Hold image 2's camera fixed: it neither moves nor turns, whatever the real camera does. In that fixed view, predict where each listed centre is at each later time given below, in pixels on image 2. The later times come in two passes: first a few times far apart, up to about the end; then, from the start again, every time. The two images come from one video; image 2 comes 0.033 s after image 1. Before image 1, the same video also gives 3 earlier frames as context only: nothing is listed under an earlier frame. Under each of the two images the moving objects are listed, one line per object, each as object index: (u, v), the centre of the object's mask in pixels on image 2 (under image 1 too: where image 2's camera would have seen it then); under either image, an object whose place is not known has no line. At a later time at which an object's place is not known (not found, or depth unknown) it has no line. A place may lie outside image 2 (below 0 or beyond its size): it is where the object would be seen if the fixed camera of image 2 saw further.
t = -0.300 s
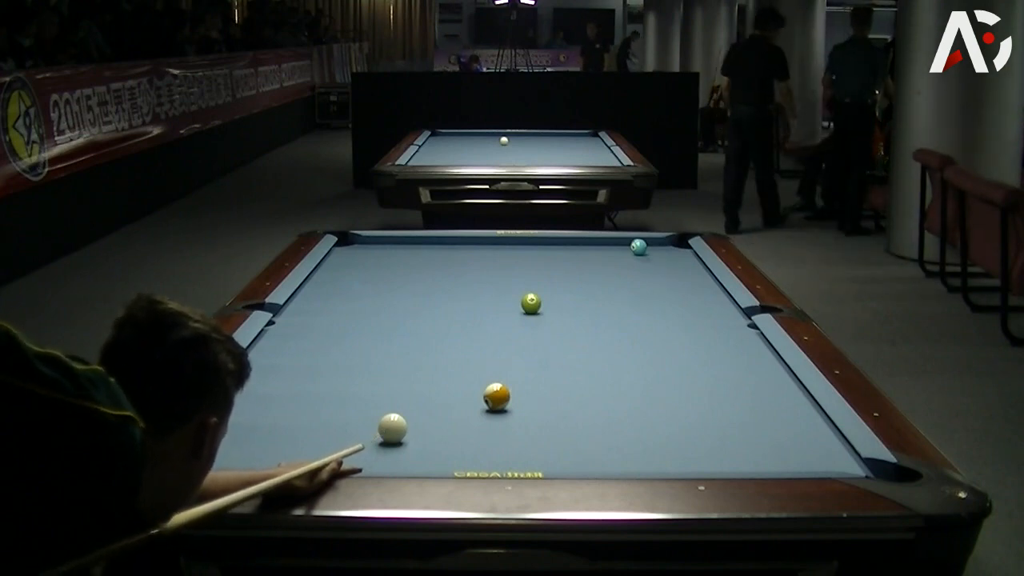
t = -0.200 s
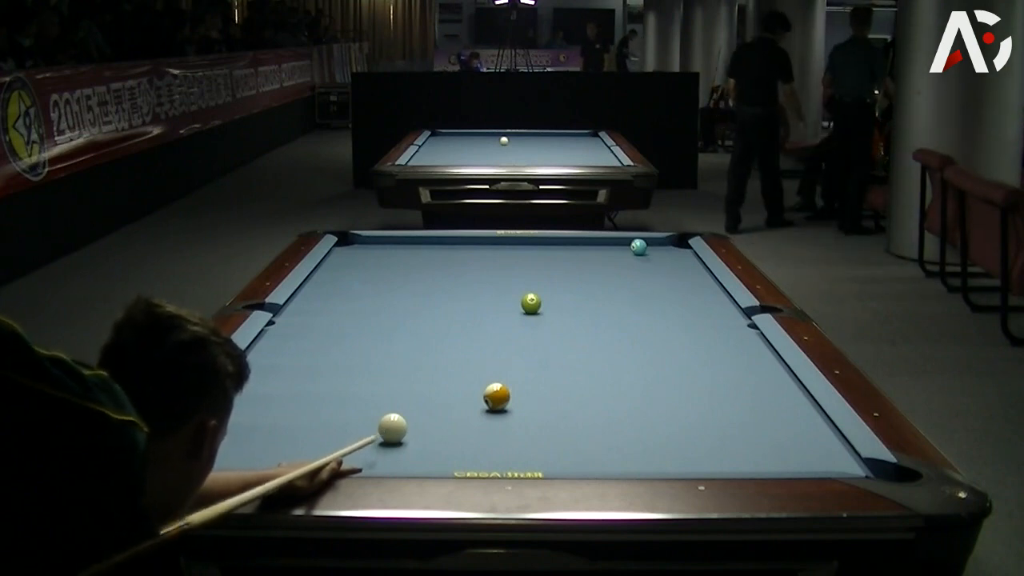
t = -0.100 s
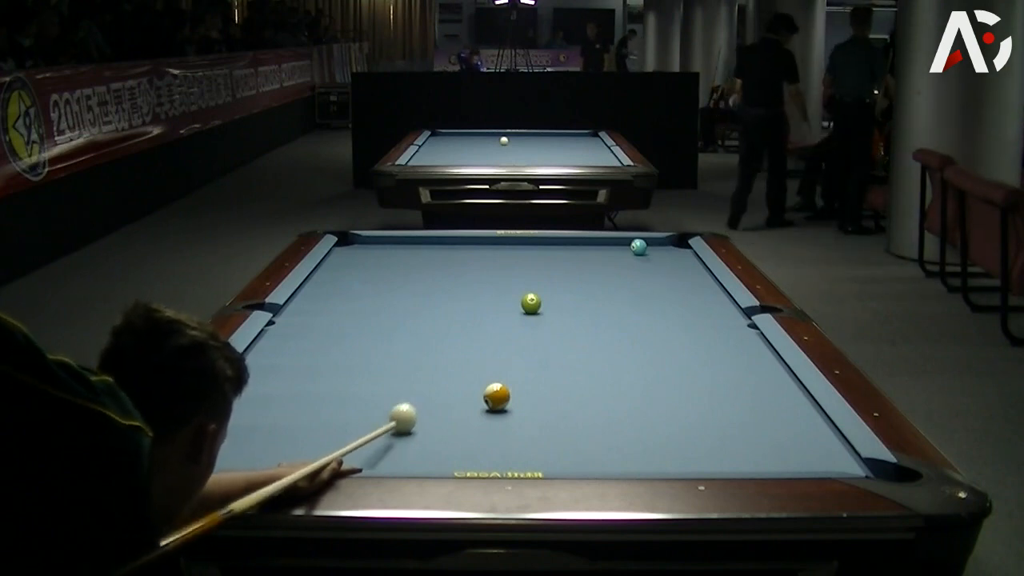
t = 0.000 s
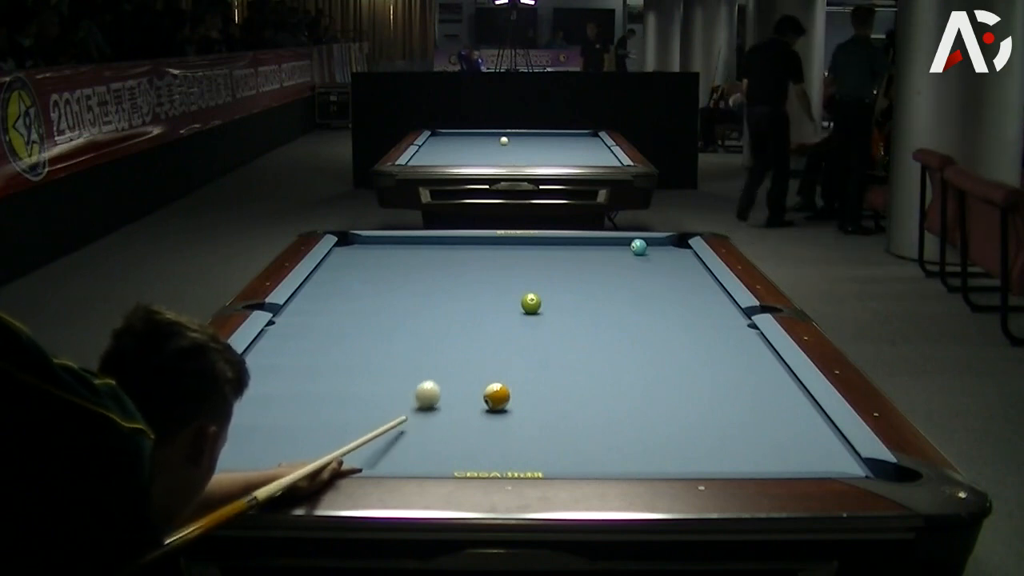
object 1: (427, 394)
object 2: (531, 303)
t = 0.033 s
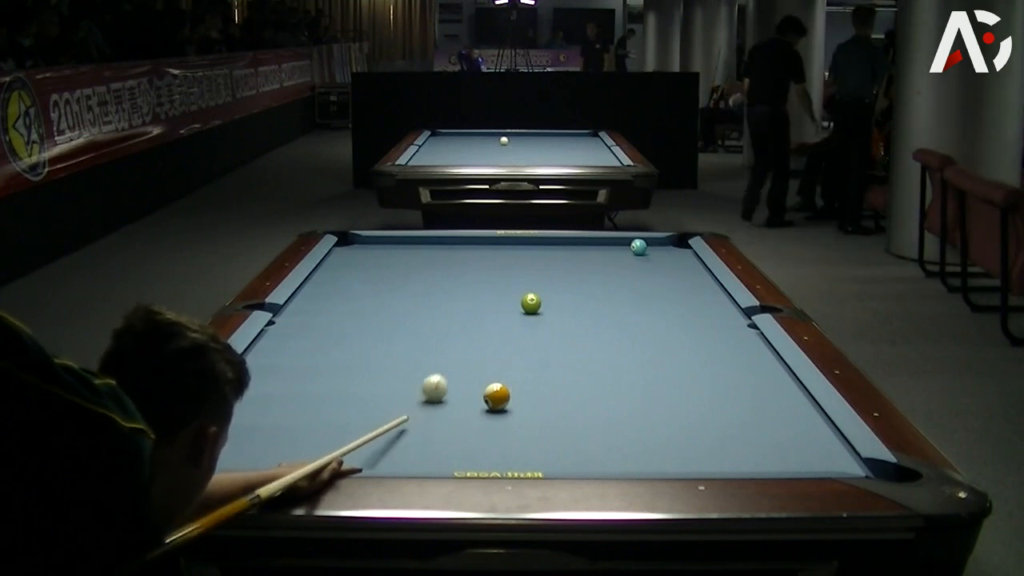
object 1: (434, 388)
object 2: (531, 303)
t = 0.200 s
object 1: (463, 360)
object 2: (531, 303)
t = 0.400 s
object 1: (492, 333)
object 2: (531, 303)
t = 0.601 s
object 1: (516, 310)
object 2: (532, 303)
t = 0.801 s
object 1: (505, 302)
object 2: (561, 292)
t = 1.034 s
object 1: (491, 294)
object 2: (592, 281)
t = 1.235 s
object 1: (481, 288)
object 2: (614, 273)
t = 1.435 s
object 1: (471, 281)
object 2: (635, 265)
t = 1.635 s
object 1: (462, 276)
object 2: (654, 258)
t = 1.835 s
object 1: (454, 271)
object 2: (671, 252)
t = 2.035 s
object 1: (446, 266)
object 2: (679, 246)
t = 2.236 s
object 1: (439, 262)
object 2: (667, 242)
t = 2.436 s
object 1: (433, 258)
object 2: (662, 242)
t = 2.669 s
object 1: (426, 253)
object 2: (660, 245)
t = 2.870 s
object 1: (420, 250)
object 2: (658, 247)
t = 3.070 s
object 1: (415, 247)
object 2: (656, 249)
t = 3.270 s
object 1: (410, 244)
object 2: (655, 251)
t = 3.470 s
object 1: (406, 242)
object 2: (653, 253)
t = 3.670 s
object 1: (402, 239)
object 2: (652, 254)
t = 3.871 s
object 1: (398, 240)
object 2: (651, 256)
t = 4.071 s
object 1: (395, 241)
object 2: (650, 257)
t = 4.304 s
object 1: (391, 242)
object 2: (649, 258)
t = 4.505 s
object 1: (389, 243)
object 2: (648, 259)
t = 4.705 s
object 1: (387, 244)
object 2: (647, 259)
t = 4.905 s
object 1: (386, 244)
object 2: (647, 260)
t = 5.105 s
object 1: (385, 244)
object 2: (646, 261)
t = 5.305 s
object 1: (385, 245)
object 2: (646, 262)
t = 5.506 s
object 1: (384, 245)
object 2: (646, 262)
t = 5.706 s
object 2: (645, 263)
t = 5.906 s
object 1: (384, 245)
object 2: (645, 263)
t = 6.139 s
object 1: (384, 245)
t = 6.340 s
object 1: (384, 245)
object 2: (645, 263)
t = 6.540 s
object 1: (384, 245)
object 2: (645, 263)
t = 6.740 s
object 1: (384, 245)
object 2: (645, 263)
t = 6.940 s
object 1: (384, 245)
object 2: (645, 263)
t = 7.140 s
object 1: (384, 245)
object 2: (645, 263)
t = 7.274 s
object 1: (384, 245)
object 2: (645, 263)
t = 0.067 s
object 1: (441, 382)
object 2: (531, 303)
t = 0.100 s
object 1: (447, 376)
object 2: (531, 303)
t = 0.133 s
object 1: (453, 370)
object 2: (531, 303)
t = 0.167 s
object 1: (458, 365)
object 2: (531, 303)
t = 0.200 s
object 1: (463, 360)
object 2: (531, 303)
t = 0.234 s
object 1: (469, 355)
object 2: (531, 303)
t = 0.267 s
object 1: (474, 350)
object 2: (531, 303)
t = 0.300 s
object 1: (478, 346)
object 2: (531, 303)
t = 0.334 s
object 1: (483, 341)
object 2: (531, 303)
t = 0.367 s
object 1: (488, 337)
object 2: (531, 303)
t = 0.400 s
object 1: (492, 333)
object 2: (531, 303)
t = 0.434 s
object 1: (496, 329)
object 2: (531, 303)
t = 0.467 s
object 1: (501, 325)
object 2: (531, 303)
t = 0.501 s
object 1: (505, 321)
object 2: (531, 303)
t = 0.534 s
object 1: (509, 317)
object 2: (531, 303)
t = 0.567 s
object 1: (513, 314)
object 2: (531, 303)
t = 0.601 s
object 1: (516, 310)
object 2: (532, 303)
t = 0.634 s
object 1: (519, 307)
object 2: (533, 302)
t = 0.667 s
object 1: (516, 306)
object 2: (537, 301)
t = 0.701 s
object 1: (513, 305)
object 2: (544, 298)
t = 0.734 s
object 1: (510, 304)
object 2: (550, 296)
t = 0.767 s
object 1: (507, 303)
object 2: (556, 294)
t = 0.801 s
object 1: (505, 302)
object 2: (561, 292)
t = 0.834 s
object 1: (503, 301)
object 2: (566, 290)
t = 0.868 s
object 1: (501, 300)
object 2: (571, 289)
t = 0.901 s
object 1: (499, 299)
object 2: (575, 287)
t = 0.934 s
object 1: (497, 297)
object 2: (579, 285)
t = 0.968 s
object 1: (495, 296)
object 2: (583, 284)
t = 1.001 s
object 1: (493, 295)
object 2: (588, 282)
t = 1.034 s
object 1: (491, 294)
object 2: (592, 281)
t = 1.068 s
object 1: (489, 293)
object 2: (596, 280)
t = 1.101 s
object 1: (488, 292)
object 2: (599, 278)
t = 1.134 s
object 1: (486, 291)
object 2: (603, 277)
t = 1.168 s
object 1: (484, 290)
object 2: (607, 276)
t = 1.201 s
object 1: (482, 289)
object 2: (611, 274)
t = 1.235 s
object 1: (481, 288)
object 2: (614, 273)
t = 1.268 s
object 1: (479, 286)
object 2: (618, 271)
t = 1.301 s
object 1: (477, 285)
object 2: (622, 270)
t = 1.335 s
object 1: (475, 284)
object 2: (625, 269)
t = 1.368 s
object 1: (474, 283)
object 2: (628, 268)
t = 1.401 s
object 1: (472, 282)
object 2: (632, 267)
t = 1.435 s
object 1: (471, 281)
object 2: (635, 265)
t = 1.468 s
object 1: (469, 280)
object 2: (639, 264)
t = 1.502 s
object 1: (468, 279)
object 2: (642, 263)
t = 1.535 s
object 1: (466, 279)
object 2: (645, 262)
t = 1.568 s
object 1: (465, 278)
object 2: (648, 260)
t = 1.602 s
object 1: (463, 277)
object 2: (651, 259)
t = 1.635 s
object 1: (462, 276)
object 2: (654, 258)
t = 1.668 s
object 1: (461, 275)
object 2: (657, 257)
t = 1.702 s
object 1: (459, 274)
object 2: (660, 256)
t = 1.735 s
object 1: (458, 273)
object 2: (663, 255)
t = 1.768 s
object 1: (456, 273)
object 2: (666, 254)
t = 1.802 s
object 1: (455, 272)
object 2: (669, 253)
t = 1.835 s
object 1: (454, 271)
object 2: (671, 252)
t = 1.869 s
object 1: (452, 270)
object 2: (674, 251)
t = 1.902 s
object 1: (451, 269)
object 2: (677, 250)
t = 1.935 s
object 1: (450, 268)
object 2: (680, 249)
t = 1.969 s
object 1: (449, 268)
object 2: (682, 248)
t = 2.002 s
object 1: (447, 267)
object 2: (682, 247)
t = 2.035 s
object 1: (446, 266)
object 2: (679, 246)
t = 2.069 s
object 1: (445, 266)
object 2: (677, 245)
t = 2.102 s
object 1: (444, 265)
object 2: (675, 244)
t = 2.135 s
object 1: (443, 264)
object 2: (673, 244)
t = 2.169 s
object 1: (441, 263)
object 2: (671, 243)
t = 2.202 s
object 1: (440, 263)
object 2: (669, 242)
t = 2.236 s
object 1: (439, 262)
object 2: (667, 242)
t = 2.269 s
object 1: (438, 261)
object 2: (665, 241)
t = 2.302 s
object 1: (437, 261)
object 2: (664, 241)
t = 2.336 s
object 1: (436, 260)
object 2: (663, 241)
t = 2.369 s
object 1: (435, 259)
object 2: (663, 241)
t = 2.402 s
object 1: (434, 259)
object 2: (663, 242)
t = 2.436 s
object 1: (433, 258)
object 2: (662, 242)
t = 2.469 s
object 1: (432, 257)
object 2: (662, 243)
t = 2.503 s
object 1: (431, 257)
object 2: (662, 243)
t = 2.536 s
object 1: (430, 256)
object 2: (661, 243)
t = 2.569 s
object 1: (429, 256)
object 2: (661, 244)
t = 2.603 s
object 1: (428, 255)
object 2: (660, 244)
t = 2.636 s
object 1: (427, 254)
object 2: (660, 244)
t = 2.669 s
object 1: (426, 253)
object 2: (660, 245)
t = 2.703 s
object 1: (425, 253)
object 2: (660, 245)
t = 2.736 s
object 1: (424, 252)
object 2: (659, 245)
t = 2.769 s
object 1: (423, 252)
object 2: (659, 246)
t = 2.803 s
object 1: (422, 251)
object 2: (659, 246)
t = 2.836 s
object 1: (421, 251)
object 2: (659, 246)
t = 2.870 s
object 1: (420, 250)
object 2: (658, 247)
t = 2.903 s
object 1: (419, 250)
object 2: (658, 247)
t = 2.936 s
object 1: (418, 249)
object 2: (657, 248)
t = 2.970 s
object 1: (417, 248)
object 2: (657, 248)
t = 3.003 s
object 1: (417, 248)
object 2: (657, 248)
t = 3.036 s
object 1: (416, 248)
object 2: (657, 249)
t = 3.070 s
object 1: (415, 247)
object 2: (656, 249)
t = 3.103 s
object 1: (414, 247)
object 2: (656, 249)
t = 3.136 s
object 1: (413, 246)
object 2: (656, 250)
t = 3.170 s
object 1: (412, 246)
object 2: (656, 250)
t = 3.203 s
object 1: (412, 245)
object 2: (655, 250)
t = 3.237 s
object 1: (411, 245)
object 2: (655, 251)
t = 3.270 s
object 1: (410, 244)
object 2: (655, 251)
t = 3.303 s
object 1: (409, 244)
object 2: (655, 251)
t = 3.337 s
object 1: (408, 243)
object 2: (654, 251)
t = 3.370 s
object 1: (408, 243)
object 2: (654, 252)
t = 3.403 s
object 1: (407, 242)
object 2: (653, 252)
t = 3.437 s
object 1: (406, 242)
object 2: (653, 252)
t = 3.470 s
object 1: (406, 242)
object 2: (653, 253)
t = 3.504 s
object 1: (402, 239)
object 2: (653, 253)
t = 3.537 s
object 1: (407, 242)
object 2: (653, 253)
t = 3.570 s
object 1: (404, 240)
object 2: (652, 253)
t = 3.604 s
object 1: (403, 240)
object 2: (652, 254)
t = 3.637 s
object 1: (402, 240)
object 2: (652, 254)
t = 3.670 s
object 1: (402, 239)
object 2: (652, 254)
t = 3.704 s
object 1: (401, 239)
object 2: (651, 254)
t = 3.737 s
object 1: (400, 239)
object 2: (652, 254)
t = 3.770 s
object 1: (400, 239)
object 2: (651, 255)
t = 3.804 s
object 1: (399, 240)
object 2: (651, 255)
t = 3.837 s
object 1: (398, 240)
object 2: (651, 255)
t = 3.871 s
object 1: (398, 240)
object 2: (651, 256)
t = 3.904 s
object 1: (397, 240)
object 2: (650, 256)
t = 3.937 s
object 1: (397, 240)
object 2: (650, 256)
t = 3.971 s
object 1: (396, 240)
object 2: (650, 256)
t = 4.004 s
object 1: (396, 241)
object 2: (650, 256)
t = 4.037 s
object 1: (395, 241)
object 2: (650, 257)
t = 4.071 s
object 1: (395, 241)
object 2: (650, 257)
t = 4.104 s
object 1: (394, 241)
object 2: (649, 257)
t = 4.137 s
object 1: (394, 241)
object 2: (649, 257)
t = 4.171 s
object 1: (393, 242)
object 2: (649, 257)
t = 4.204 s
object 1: (393, 242)
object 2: (649, 257)
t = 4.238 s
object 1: (392, 242)
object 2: (649, 258)
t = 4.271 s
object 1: (392, 242)
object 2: (649, 258)
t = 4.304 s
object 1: (391, 242)
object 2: (649, 258)
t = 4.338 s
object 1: (391, 242)
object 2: (649, 258)
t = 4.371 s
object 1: (391, 242)
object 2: (649, 258)
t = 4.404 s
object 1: (390, 243)
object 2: (649, 258)
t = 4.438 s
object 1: (390, 243)
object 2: (649, 258)
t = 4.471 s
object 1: (389, 243)
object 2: (648, 259)
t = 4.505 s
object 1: (389, 243)
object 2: (648, 259)
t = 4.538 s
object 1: (389, 243)
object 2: (648, 259)
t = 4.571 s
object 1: (388, 243)
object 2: (648, 259)
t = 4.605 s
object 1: (388, 243)
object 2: (648, 259)
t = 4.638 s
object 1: (388, 243)
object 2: (648, 259)
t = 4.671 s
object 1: (388, 244)
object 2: (648, 259)
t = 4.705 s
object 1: (387, 244)
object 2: (647, 259)
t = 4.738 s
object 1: (387, 244)
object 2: (647, 260)
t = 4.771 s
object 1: (387, 244)
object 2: (647, 260)
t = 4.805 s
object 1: (387, 244)
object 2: (647, 260)
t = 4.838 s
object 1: (387, 244)
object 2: (647, 260)
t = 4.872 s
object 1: (387, 244)
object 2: (647, 260)
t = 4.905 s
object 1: (386, 244)
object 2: (647, 260)
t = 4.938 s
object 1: (386, 244)
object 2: (647, 261)
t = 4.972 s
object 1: (386, 244)
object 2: (647, 261)
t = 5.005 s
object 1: (386, 244)
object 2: (646, 261)
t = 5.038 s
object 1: (386, 244)
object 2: (646, 261)
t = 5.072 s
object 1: (386, 245)
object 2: (646, 261)
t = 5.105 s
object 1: (385, 244)
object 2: (646, 261)
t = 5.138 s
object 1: (385, 245)
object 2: (646, 261)
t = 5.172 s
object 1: (385, 245)
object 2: (646, 261)
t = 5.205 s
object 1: (385, 245)
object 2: (646, 262)
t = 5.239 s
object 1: (385, 245)
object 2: (646, 262)
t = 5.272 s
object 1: (385, 245)
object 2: (646, 262)
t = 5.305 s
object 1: (385, 245)
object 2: (646, 262)
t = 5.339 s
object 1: (385, 245)
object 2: (646, 262)
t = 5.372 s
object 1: (384, 245)
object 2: (646, 262)
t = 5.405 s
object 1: (384, 245)
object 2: (646, 262)
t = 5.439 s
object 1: (384, 245)
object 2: (646, 262)
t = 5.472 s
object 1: (384, 245)
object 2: (646, 262)
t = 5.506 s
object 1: (384, 245)
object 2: (646, 262)
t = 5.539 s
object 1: (384, 245)
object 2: (646, 262)
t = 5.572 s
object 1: (384, 245)
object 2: (646, 262)
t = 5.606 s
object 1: (384, 245)
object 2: (646, 262)
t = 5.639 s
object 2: (645, 263)
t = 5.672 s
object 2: (645, 263)
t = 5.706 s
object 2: (645, 263)
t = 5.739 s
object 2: (645, 262)
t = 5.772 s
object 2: (645, 263)
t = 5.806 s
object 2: (645, 263)
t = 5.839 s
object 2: (645, 262)
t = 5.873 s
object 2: (645, 263)
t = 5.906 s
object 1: (384, 245)
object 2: (645, 263)
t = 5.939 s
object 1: (384, 245)
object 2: (645, 263)
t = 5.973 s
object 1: (384, 245)
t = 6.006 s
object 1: (384, 245)
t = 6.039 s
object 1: (384, 245)
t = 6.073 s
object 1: (384, 245)
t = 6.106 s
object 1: (384, 245)
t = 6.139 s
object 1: (384, 245)
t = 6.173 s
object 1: (384, 245)
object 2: (645, 262)
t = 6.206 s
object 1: (384, 245)
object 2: (645, 263)
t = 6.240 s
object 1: (384, 245)
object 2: (645, 263)
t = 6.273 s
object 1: (384, 245)
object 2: (645, 263)
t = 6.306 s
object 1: (384, 245)
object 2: (645, 263)
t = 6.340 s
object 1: (384, 245)
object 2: (645, 263)
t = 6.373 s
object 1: (384, 245)
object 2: (645, 263)
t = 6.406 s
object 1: (384, 245)
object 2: (645, 263)
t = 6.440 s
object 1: (384, 245)
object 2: (645, 263)
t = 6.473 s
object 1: (384, 245)
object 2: (645, 263)
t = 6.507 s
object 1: (384, 245)
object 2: (645, 263)
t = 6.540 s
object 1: (384, 245)
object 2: (645, 263)
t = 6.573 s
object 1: (384, 245)
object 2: (645, 263)
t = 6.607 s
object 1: (384, 245)
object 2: (645, 263)
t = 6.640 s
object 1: (384, 245)
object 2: (645, 263)
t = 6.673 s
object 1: (384, 245)
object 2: (645, 263)
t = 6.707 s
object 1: (384, 245)
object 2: (645, 263)
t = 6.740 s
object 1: (384, 245)
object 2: (645, 263)
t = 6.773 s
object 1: (384, 245)
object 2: (645, 263)
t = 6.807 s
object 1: (384, 245)
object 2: (645, 263)
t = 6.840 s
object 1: (384, 245)
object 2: (645, 263)
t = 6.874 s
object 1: (384, 245)
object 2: (645, 263)
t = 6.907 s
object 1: (384, 245)
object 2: (645, 263)
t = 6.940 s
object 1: (384, 245)
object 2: (645, 263)
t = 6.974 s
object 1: (384, 245)
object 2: (645, 263)
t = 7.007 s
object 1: (384, 245)
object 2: (645, 263)
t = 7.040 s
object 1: (384, 245)
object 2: (645, 263)
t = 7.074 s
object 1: (384, 245)
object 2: (645, 263)
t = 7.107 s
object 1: (384, 245)
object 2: (645, 263)
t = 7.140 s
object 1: (384, 245)
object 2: (645, 263)
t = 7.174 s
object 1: (384, 245)
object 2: (645, 263)
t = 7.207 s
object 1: (384, 245)
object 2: (645, 263)
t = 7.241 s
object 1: (384, 245)
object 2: (645, 263)
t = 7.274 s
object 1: (384, 245)
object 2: (645, 263)
